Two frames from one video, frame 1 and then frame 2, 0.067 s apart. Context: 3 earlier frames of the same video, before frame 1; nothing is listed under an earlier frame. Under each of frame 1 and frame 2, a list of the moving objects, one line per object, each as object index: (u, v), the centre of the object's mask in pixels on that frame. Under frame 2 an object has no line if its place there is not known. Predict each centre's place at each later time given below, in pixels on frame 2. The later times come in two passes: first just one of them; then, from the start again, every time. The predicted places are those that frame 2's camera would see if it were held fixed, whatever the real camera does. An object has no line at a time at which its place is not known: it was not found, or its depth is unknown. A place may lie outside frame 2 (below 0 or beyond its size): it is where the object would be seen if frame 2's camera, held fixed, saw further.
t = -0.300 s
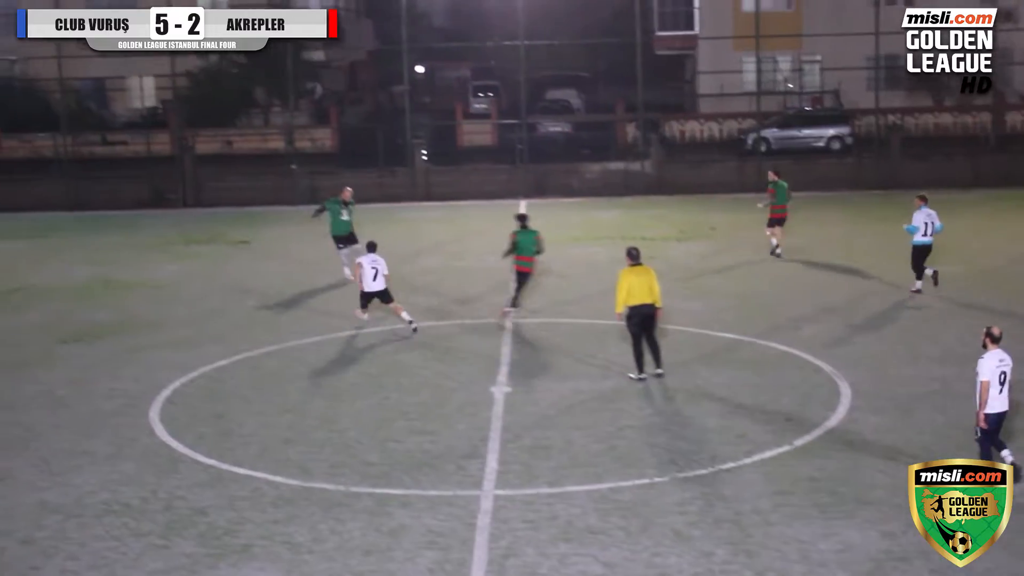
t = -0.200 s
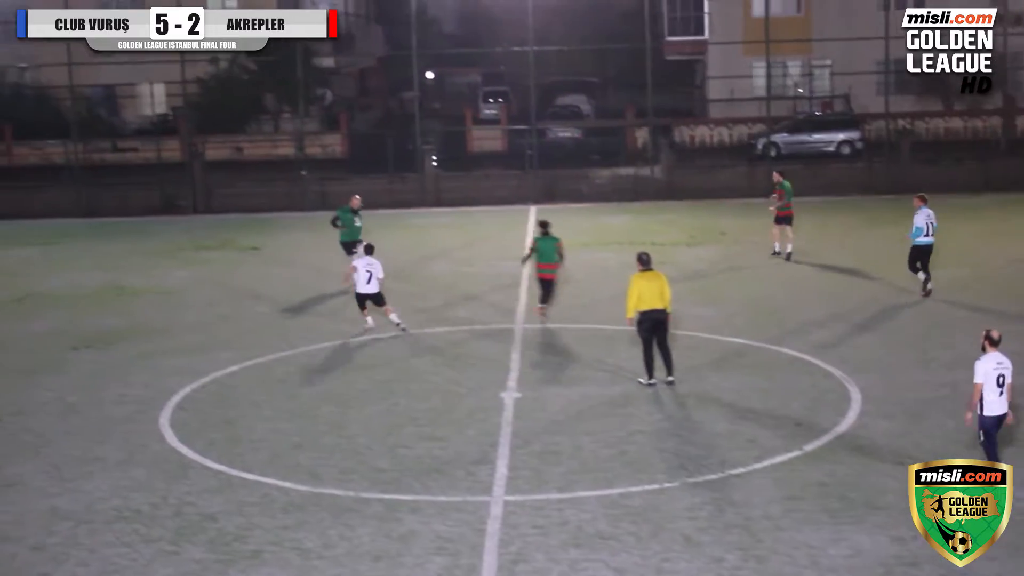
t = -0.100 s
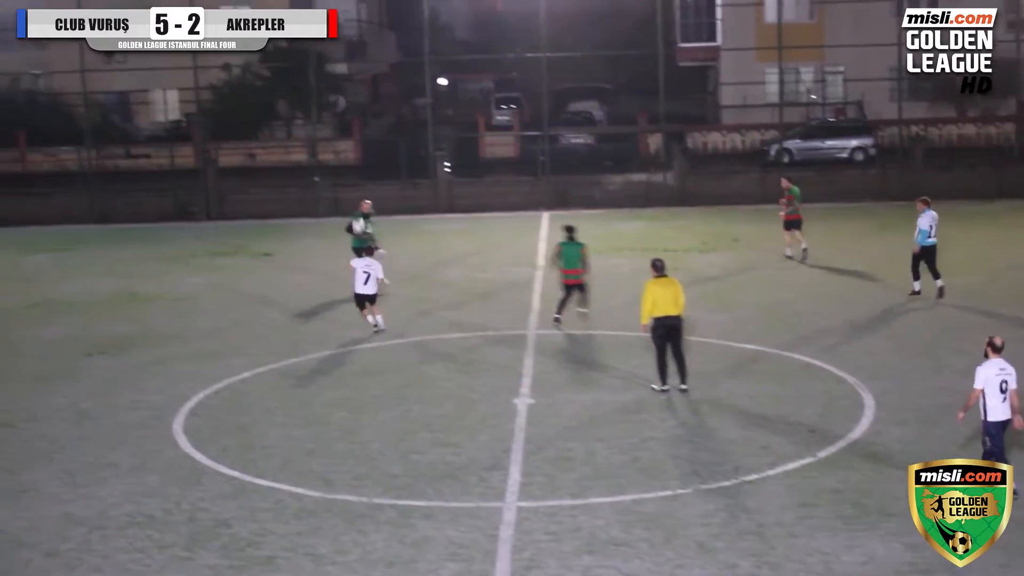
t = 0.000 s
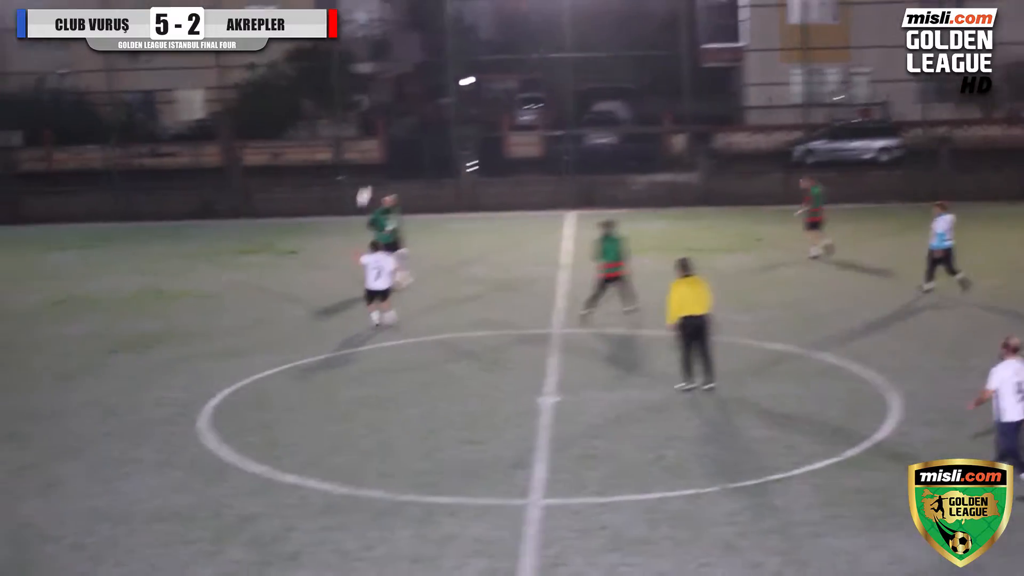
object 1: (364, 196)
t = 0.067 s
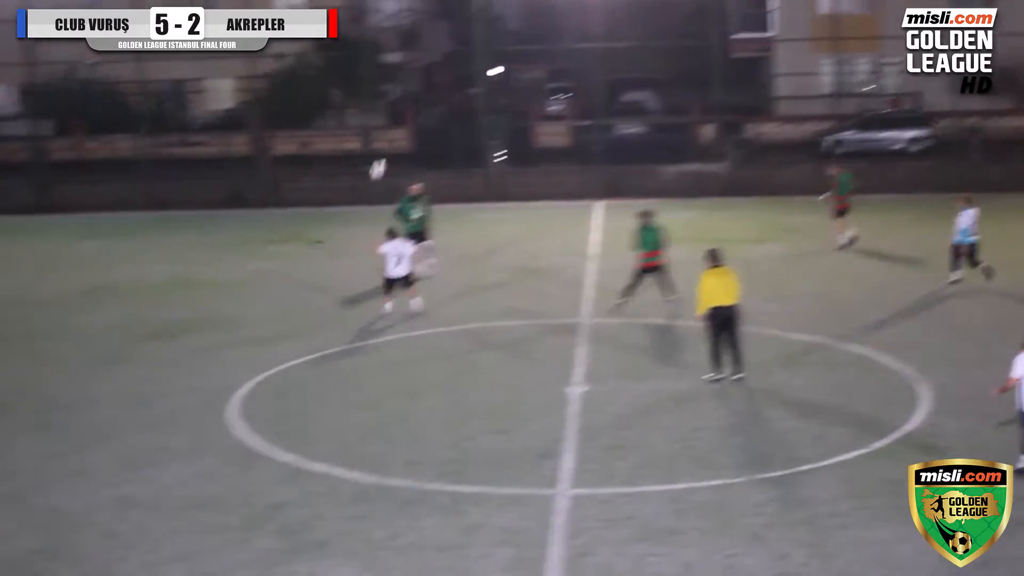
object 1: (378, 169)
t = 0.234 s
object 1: (366, 130)
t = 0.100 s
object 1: (379, 160)
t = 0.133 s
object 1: (374, 153)
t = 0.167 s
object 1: (368, 145)
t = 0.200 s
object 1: (365, 139)
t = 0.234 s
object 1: (366, 130)
